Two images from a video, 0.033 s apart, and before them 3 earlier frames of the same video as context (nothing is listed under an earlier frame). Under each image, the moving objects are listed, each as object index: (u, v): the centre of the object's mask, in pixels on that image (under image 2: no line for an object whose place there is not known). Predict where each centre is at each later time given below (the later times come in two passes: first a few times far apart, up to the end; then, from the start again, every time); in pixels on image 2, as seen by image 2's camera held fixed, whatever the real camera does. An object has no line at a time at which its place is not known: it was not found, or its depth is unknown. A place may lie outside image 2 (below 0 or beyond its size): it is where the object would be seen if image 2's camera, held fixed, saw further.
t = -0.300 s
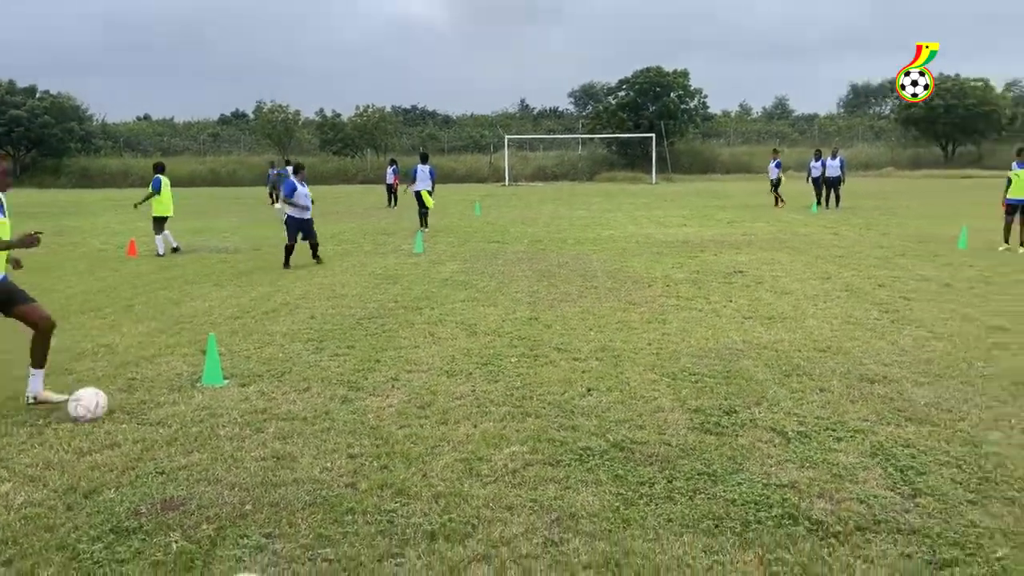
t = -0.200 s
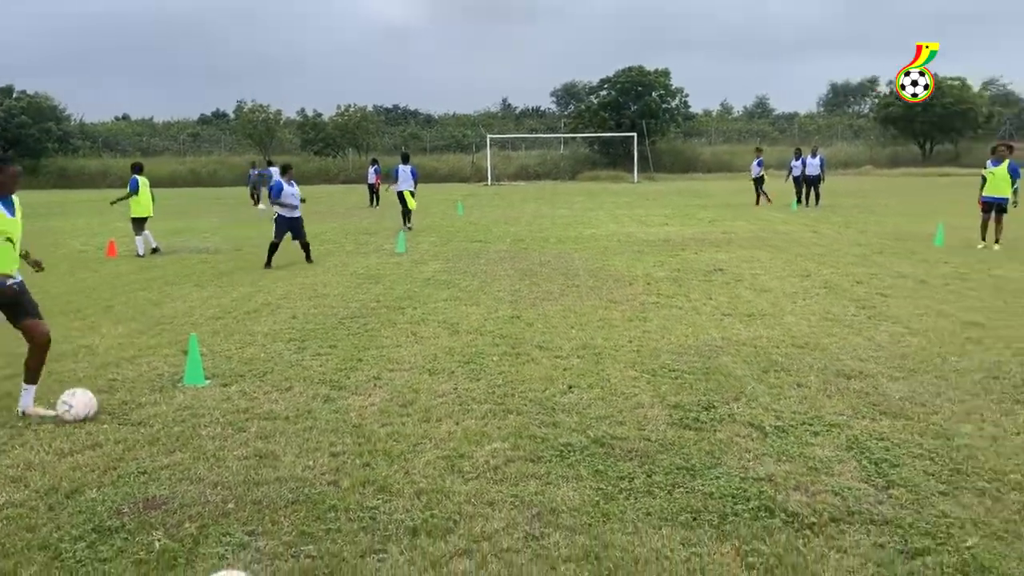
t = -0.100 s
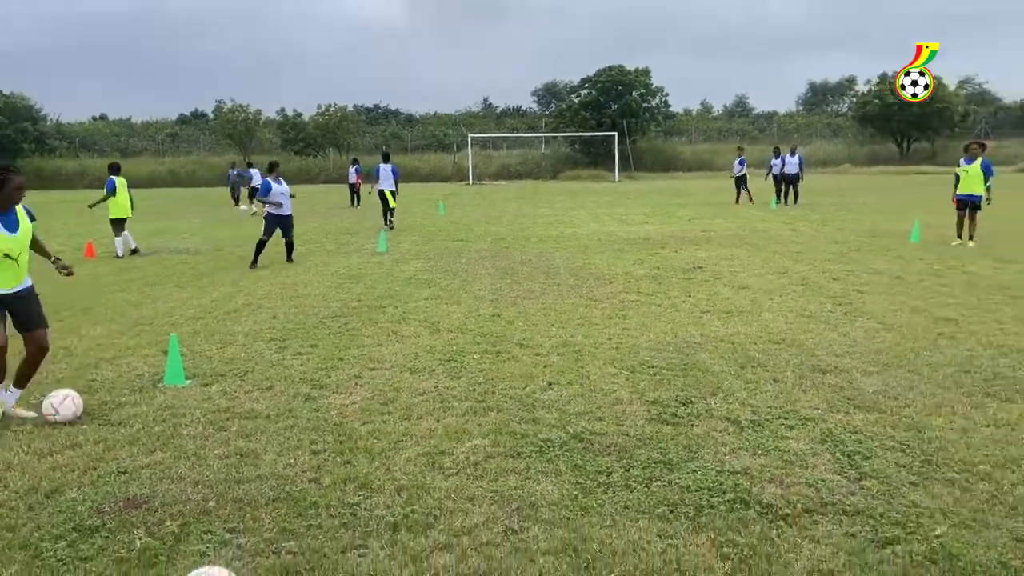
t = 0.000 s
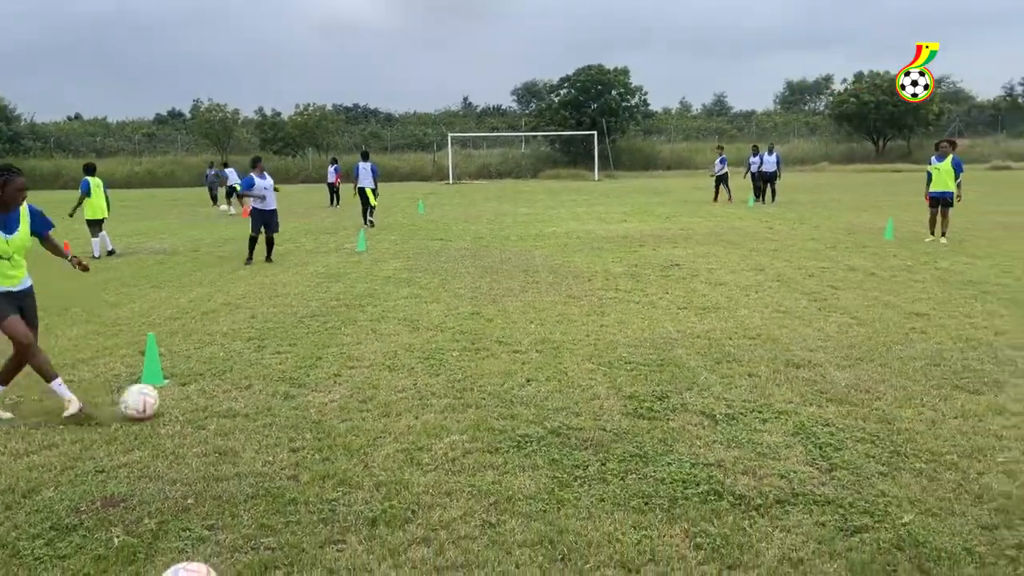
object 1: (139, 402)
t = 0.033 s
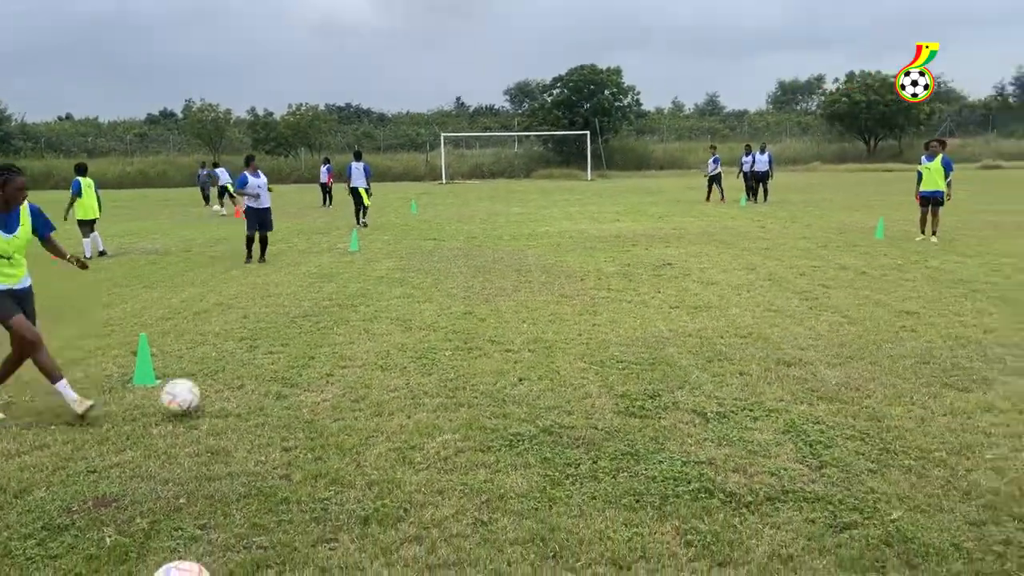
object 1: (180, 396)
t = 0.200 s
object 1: (420, 393)
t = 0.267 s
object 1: (502, 384)
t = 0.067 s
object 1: (229, 392)
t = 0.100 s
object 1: (277, 390)
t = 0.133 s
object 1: (325, 391)
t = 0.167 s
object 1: (373, 391)
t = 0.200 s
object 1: (420, 393)
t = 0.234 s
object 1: (462, 389)
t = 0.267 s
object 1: (502, 384)
